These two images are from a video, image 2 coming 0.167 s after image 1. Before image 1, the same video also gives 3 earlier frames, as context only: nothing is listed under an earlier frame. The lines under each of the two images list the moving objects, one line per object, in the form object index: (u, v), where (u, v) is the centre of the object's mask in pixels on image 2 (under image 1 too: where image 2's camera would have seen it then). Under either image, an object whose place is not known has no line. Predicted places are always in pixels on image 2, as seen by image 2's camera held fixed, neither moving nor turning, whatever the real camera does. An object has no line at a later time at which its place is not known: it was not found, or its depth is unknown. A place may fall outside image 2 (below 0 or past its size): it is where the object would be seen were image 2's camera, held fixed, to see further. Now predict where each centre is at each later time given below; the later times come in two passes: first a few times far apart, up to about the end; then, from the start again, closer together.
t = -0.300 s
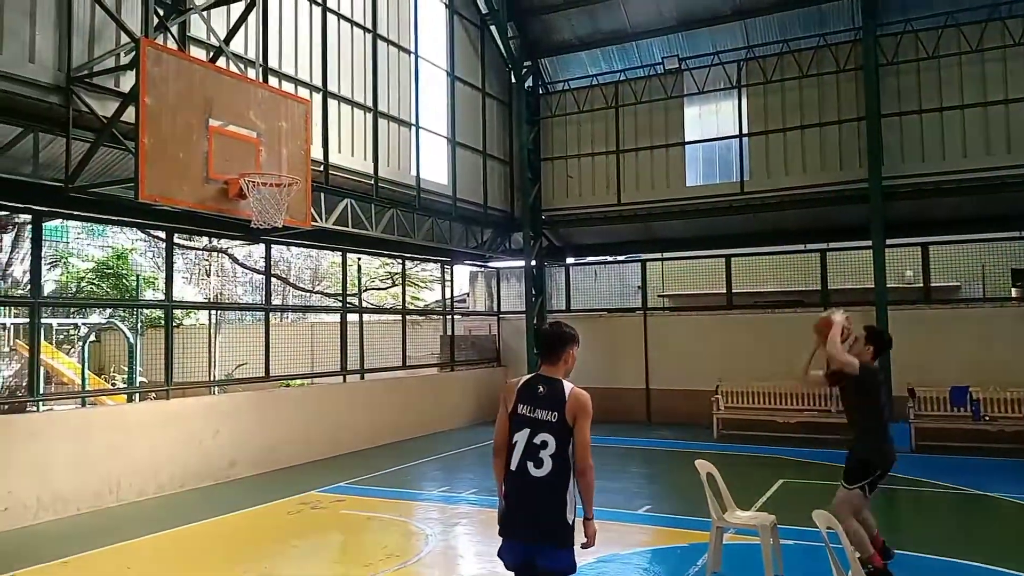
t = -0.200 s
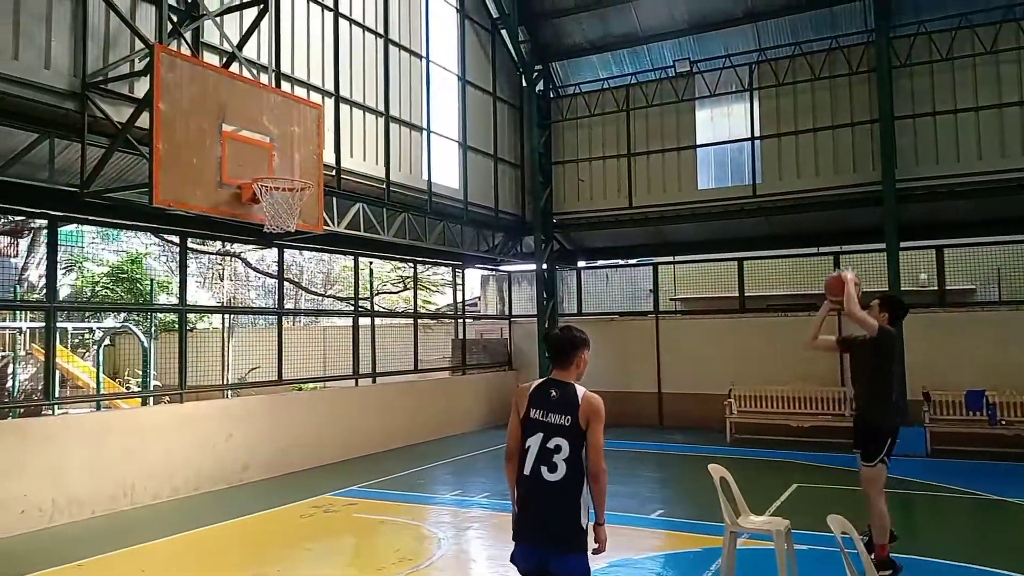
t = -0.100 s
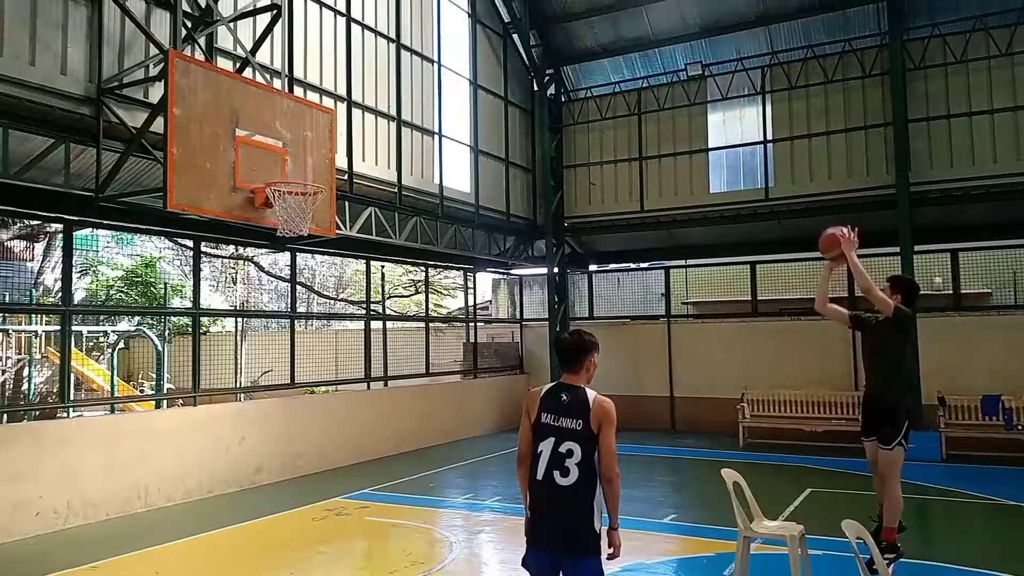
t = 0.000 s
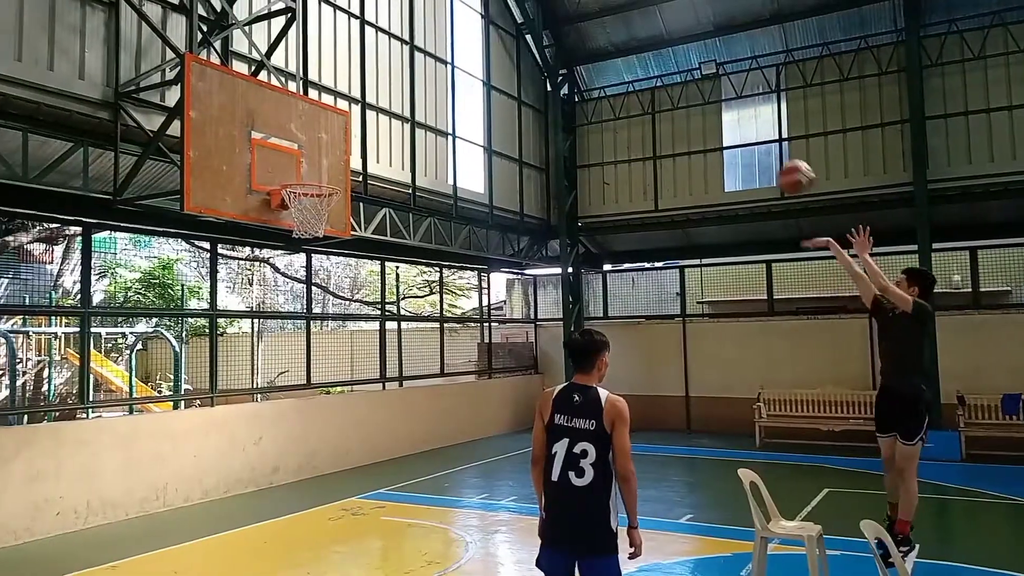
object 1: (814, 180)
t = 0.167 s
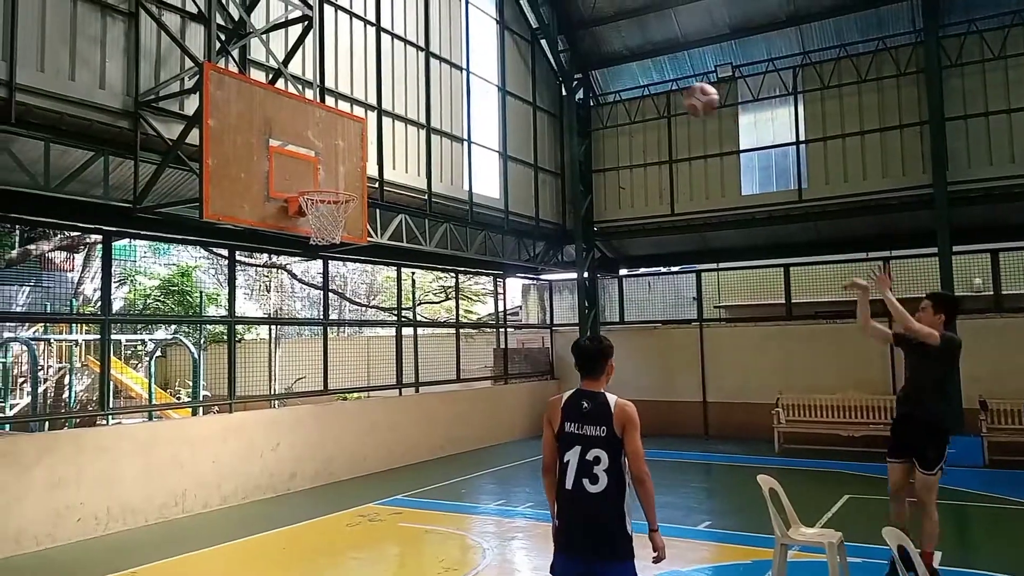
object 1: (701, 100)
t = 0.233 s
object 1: (660, 80)
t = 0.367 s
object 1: (582, 59)
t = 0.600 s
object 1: (456, 77)
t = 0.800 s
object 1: (359, 141)
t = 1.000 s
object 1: (332, 199)
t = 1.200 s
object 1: (316, 208)
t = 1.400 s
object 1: (306, 219)
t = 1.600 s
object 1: (332, 232)
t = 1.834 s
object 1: (340, 266)
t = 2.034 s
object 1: (345, 350)
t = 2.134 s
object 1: (348, 412)
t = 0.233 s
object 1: (660, 80)
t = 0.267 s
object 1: (639, 72)
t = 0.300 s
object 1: (619, 65)
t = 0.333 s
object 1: (599, 61)
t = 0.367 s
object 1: (582, 59)
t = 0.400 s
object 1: (563, 58)
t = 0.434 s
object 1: (544, 57)
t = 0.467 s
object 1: (527, 59)
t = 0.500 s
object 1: (509, 61)
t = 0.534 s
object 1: (492, 65)
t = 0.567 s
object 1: (473, 70)
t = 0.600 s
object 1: (456, 77)
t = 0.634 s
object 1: (439, 85)
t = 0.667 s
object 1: (423, 93)
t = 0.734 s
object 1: (391, 115)
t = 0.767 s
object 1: (376, 127)
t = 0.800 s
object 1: (359, 141)
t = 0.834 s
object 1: (344, 156)
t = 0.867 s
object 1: (329, 173)
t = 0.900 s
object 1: (317, 186)
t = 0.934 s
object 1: (315, 192)
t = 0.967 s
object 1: (319, 198)
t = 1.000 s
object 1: (332, 199)
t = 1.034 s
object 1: (339, 199)
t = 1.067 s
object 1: (342, 200)
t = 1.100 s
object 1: (339, 201)
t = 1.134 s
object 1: (330, 202)
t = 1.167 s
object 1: (322, 205)
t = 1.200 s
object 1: (316, 208)
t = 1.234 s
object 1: (310, 211)
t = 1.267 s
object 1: (304, 214)
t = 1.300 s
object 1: (303, 217)
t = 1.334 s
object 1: (303, 218)
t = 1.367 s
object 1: (307, 220)
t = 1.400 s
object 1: (306, 219)
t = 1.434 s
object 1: (311, 220)
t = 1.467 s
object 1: (314, 223)
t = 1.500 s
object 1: (320, 227)
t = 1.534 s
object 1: (325, 229)
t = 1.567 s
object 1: (329, 230)
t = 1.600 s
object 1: (332, 232)
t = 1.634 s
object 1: (334, 235)
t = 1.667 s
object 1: (336, 238)
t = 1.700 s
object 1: (338, 246)
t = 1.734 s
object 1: (338, 248)
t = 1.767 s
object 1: (339, 251)
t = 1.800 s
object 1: (339, 257)
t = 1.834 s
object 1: (340, 266)
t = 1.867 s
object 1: (341, 276)
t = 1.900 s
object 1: (342, 288)
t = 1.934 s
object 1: (342, 301)
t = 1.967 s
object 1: (344, 315)
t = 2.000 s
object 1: (345, 332)
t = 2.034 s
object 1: (345, 350)
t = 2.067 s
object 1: (346, 369)
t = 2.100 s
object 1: (348, 390)
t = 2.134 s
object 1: (348, 412)
